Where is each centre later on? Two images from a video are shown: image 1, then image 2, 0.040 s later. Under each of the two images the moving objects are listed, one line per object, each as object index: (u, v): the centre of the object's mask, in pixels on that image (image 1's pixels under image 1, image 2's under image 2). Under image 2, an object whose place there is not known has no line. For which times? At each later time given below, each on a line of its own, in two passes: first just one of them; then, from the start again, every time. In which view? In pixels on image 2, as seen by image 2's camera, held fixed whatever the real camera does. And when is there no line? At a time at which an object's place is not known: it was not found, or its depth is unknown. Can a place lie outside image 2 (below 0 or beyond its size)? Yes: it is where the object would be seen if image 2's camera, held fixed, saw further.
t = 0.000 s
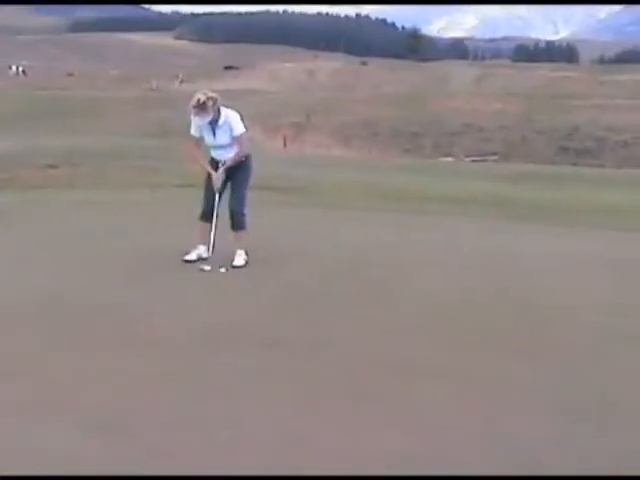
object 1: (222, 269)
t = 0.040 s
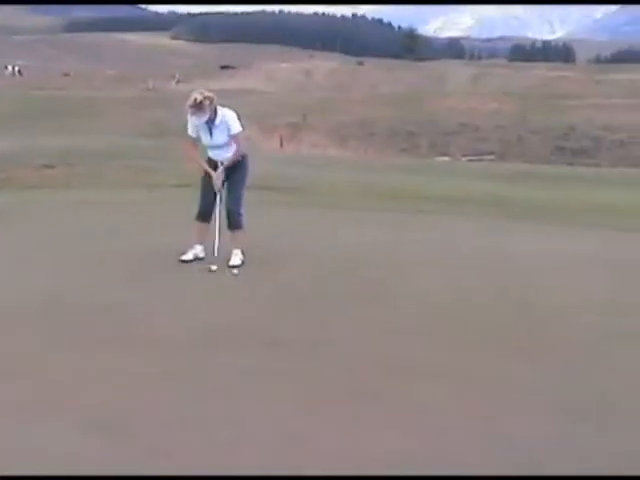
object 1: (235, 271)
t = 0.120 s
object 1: (264, 274)
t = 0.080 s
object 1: (250, 272)
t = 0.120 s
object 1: (264, 274)
